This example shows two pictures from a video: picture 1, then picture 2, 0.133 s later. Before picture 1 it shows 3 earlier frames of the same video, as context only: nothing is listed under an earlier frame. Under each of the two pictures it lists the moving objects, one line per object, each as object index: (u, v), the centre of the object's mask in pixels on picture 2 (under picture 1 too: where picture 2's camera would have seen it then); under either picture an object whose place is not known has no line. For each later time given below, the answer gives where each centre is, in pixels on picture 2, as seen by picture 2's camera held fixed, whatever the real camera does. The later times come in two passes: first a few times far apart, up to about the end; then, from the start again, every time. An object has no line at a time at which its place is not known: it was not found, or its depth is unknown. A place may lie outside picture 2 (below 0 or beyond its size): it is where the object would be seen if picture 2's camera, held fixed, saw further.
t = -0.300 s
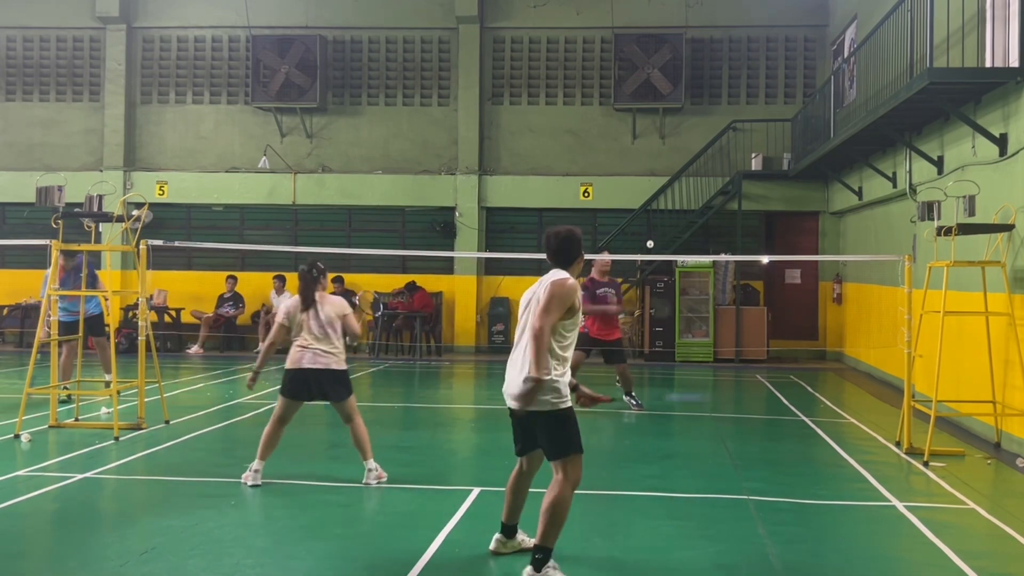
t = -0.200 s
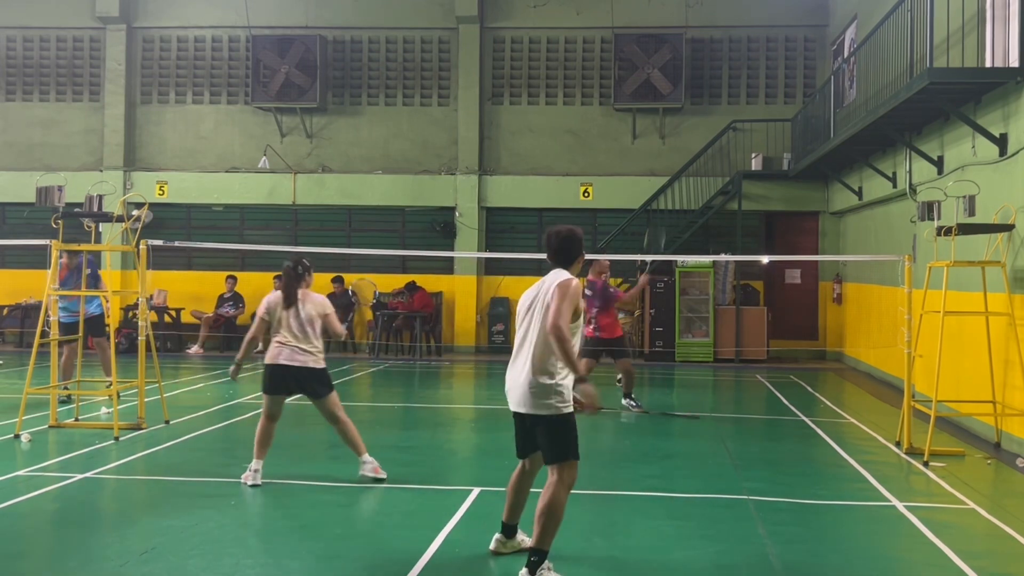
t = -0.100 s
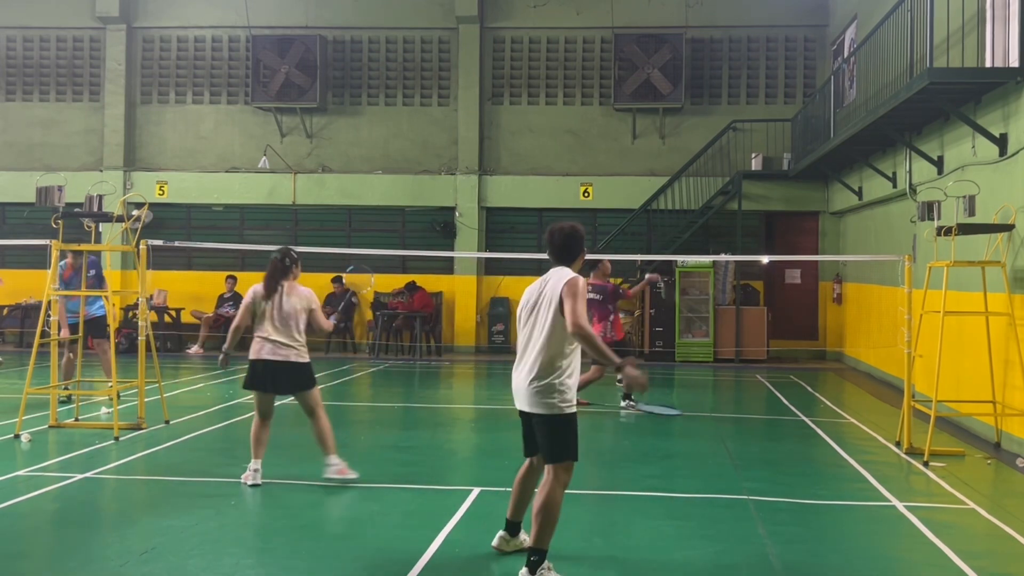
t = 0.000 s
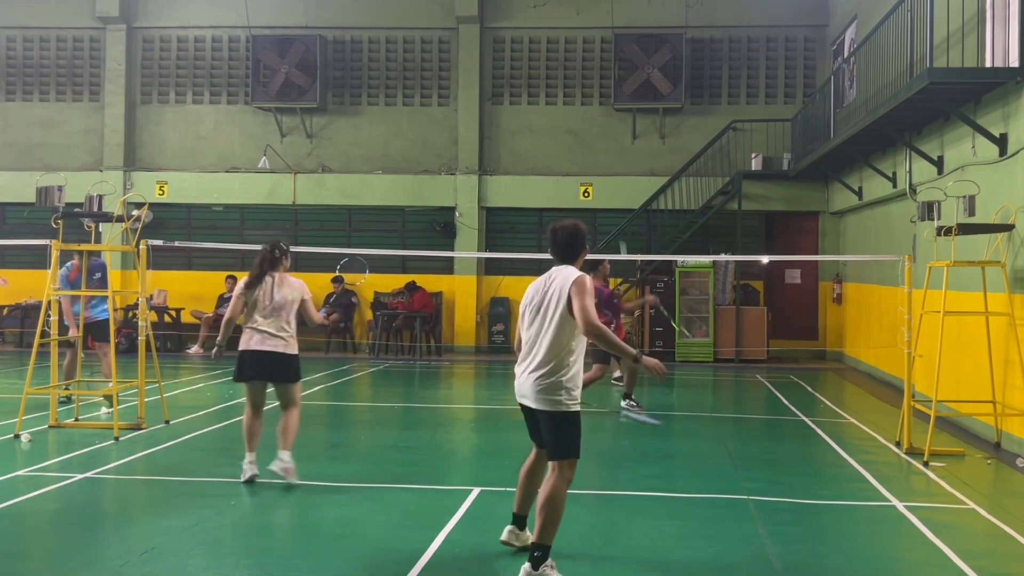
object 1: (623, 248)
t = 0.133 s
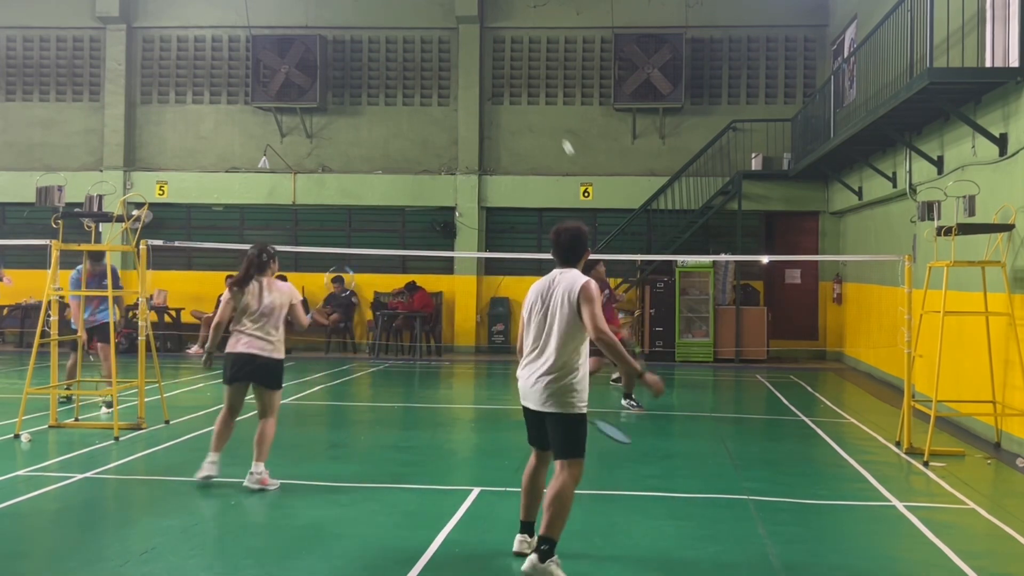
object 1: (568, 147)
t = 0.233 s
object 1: (529, 92)
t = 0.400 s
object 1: (466, 30)
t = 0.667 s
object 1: (360, 18)
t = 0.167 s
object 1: (554, 127)
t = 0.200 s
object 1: (542, 109)
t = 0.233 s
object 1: (529, 92)
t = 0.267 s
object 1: (517, 77)
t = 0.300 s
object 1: (504, 62)
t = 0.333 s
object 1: (492, 50)
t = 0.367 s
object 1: (479, 39)
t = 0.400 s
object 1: (466, 30)
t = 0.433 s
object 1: (454, 22)
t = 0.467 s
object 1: (441, 17)
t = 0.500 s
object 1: (428, 13)
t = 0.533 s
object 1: (415, 10)
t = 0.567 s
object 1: (401, 9)
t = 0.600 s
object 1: (387, 10)
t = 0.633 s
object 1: (374, 13)
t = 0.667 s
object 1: (360, 18)
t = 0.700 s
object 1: (346, 25)
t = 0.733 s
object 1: (331, 34)
